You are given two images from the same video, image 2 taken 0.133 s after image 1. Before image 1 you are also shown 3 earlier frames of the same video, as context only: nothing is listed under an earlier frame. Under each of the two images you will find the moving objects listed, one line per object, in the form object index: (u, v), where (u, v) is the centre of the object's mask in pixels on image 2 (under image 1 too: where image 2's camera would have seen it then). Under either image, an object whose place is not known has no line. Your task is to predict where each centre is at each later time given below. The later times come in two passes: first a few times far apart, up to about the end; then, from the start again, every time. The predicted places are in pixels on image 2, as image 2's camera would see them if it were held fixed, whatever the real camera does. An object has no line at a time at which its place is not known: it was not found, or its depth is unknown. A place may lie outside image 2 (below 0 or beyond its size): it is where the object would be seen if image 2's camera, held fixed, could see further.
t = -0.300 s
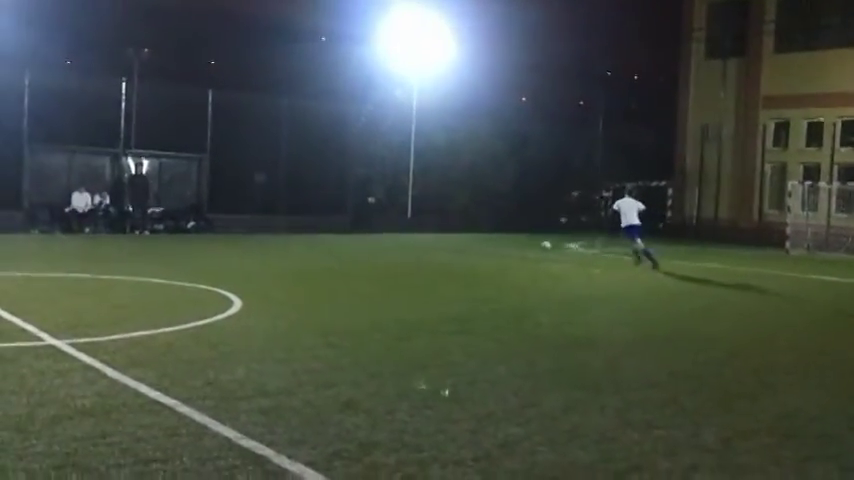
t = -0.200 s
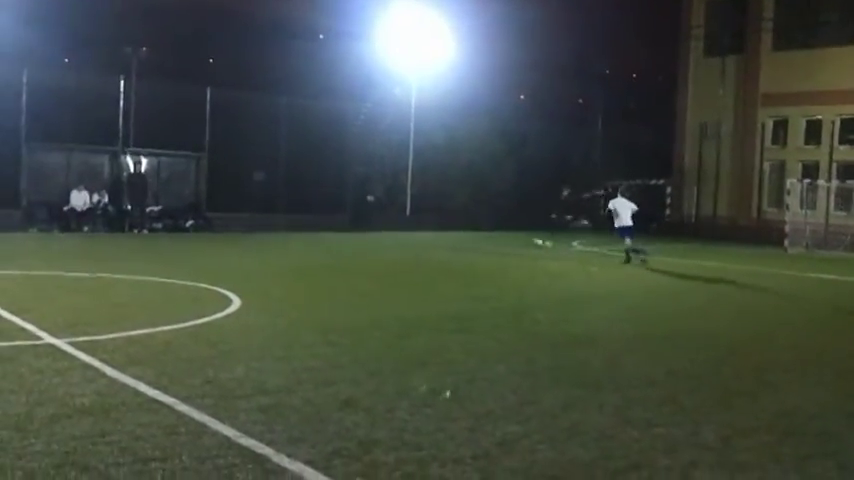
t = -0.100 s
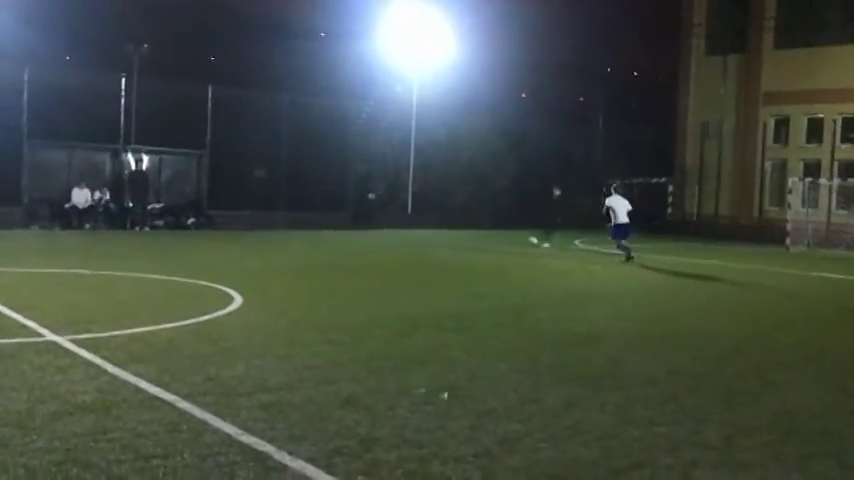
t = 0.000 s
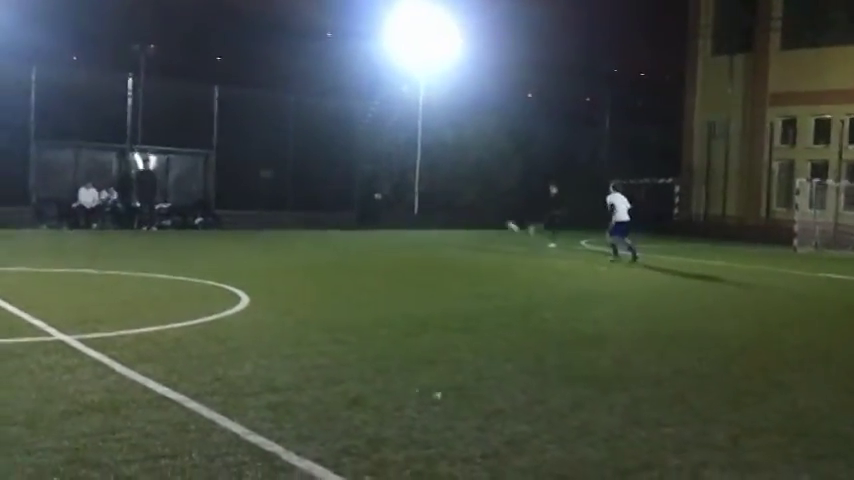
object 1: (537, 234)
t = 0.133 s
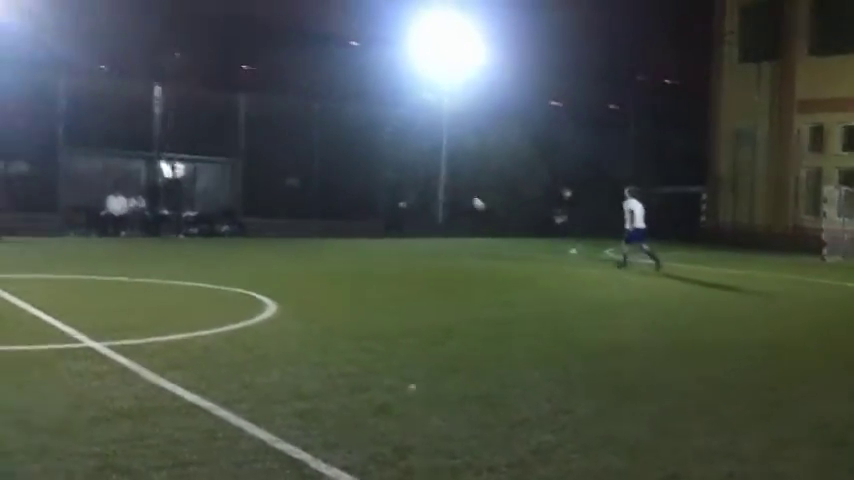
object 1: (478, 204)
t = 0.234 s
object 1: (431, 182)
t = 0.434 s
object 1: (324, 145)
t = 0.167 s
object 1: (463, 196)
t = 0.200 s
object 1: (447, 189)
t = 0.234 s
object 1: (431, 182)
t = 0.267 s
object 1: (413, 175)
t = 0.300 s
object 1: (397, 168)
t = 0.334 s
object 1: (381, 162)
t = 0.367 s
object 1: (362, 156)
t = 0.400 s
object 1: (343, 151)
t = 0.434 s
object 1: (324, 145)
